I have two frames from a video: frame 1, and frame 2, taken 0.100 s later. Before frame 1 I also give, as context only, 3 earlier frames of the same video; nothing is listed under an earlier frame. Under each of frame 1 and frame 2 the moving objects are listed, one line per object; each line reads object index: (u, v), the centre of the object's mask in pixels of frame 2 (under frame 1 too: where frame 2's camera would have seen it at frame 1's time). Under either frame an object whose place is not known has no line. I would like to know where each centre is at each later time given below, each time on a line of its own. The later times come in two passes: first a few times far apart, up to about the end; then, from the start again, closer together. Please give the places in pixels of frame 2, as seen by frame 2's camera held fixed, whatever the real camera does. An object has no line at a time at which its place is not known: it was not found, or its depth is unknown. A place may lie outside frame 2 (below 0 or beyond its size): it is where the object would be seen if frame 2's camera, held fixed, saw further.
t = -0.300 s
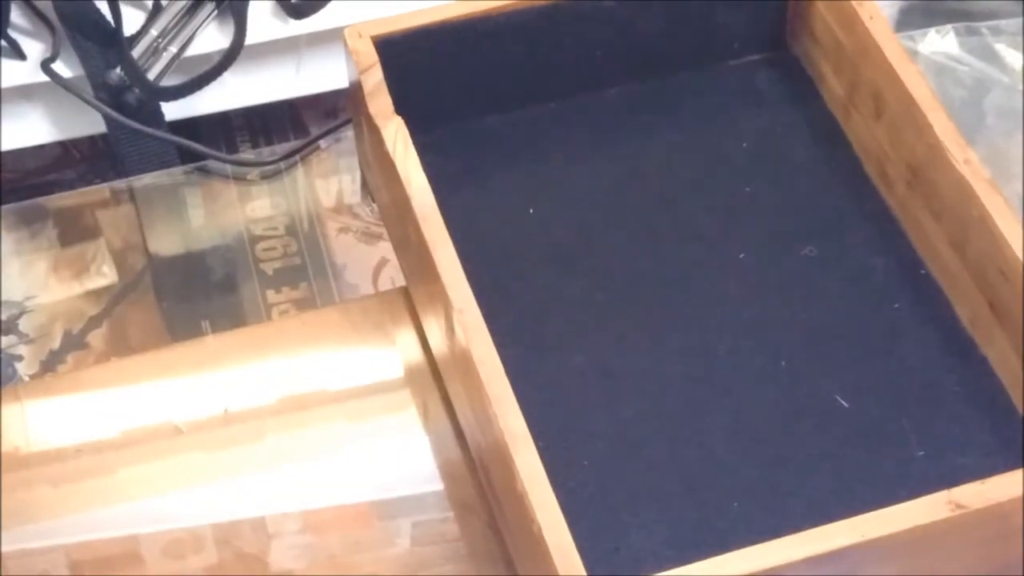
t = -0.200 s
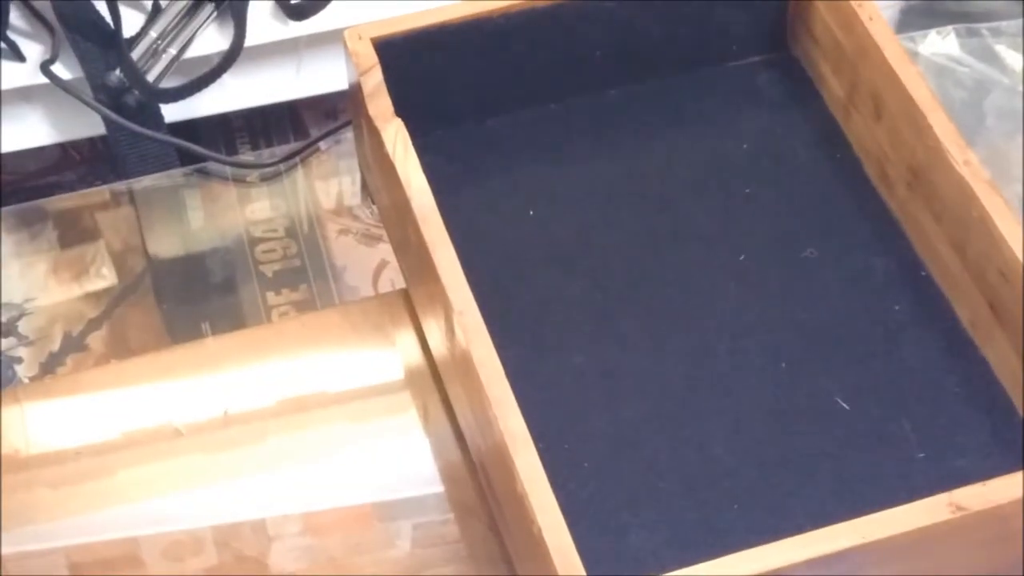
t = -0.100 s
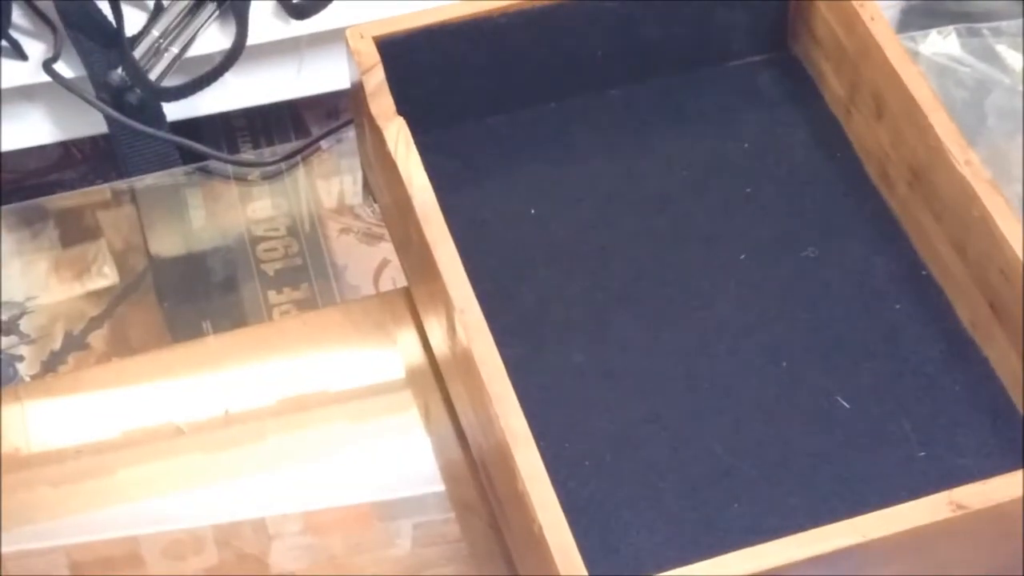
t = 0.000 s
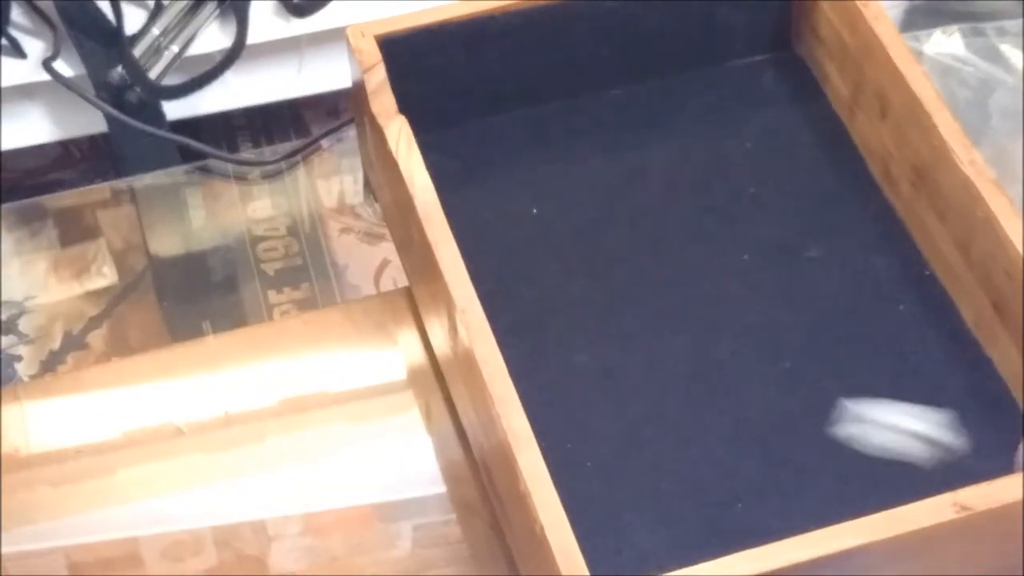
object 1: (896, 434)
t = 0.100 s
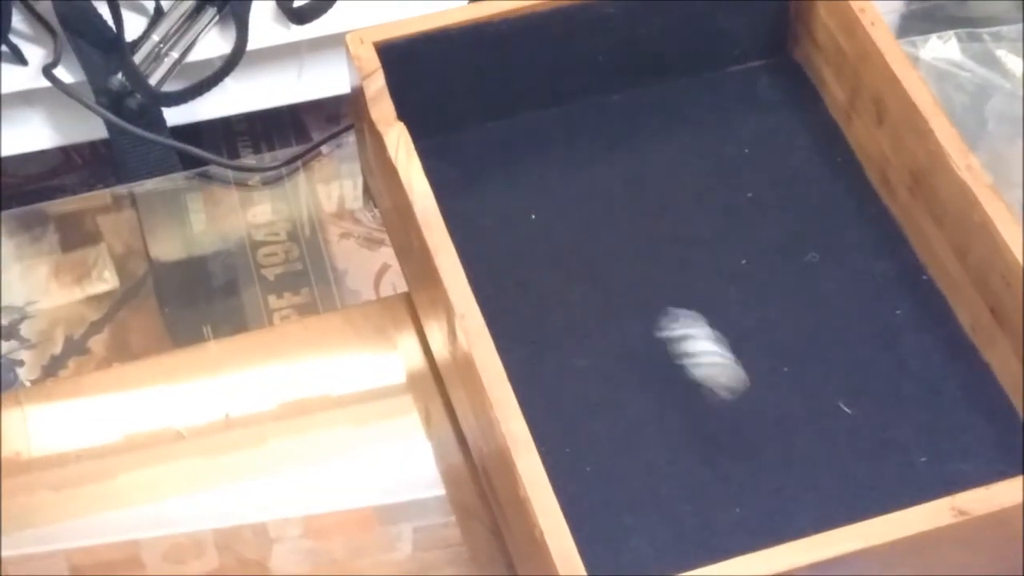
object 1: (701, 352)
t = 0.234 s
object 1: (540, 252)
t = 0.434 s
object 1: (451, 180)
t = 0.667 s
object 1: (462, 178)
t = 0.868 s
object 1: (462, 177)
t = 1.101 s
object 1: (462, 178)
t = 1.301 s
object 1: (462, 178)
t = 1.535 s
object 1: (462, 177)
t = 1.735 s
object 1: (462, 178)
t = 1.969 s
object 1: (462, 178)
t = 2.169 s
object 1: (462, 178)
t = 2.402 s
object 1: (462, 177)
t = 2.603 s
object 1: (462, 178)
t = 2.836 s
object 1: (462, 177)
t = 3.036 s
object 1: (462, 178)
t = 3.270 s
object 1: (462, 178)
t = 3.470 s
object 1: (462, 177)
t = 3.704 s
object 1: (462, 177)
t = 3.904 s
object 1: (462, 177)
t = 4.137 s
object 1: (462, 177)
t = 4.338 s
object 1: (462, 177)
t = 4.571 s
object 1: (462, 177)
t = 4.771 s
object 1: (462, 177)
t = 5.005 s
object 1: (462, 177)
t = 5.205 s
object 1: (462, 177)
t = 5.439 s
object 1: (462, 177)
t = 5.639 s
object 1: (462, 177)
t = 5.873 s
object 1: (462, 177)
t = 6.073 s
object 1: (462, 177)
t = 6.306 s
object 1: (462, 177)
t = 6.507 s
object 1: (462, 177)
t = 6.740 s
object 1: (462, 177)
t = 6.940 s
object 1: (462, 177)
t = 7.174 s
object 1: (462, 177)
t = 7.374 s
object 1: (462, 178)
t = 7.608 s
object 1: (462, 178)
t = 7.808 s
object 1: (462, 178)
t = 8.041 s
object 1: (462, 177)
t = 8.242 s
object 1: (462, 177)
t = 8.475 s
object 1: (462, 178)
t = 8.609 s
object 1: (462, 178)
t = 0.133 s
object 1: (659, 312)
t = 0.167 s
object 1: (617, 289)
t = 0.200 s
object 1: (577, 266)
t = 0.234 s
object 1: (540, 252)
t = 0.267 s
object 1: (508, 242)
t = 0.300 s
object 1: (478, 219)
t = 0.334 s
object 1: (463, 213)
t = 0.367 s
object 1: (445, 199)
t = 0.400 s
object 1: (446, 186)
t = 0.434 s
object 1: (451, 180)
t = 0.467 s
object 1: (458, 175)
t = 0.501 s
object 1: (462, 175)
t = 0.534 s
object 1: (461, 177)
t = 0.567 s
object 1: (461, 177)
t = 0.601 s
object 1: (462, 177)
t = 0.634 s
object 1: (462, 178)
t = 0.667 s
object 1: (462, 178)
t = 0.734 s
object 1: (462, 178)
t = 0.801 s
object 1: (462, 178)
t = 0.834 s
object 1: (462, 178)
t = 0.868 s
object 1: (462, 177)
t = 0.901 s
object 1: (462, 177)
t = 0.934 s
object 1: (462, 177)
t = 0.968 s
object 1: (462, 178)
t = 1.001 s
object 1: (462, 178)
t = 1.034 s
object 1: (462, 177)
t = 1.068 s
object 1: (462, 178)
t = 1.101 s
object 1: (462, 178)
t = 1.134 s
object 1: (462, 178)
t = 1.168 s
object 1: (462, 177)
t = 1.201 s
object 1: (462, 177)
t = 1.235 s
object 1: (462, 177)
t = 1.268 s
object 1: (462, 178)
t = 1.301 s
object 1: (462, 178)
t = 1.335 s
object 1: (462, 177)
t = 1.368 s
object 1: (462, 178)
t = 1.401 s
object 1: (462, 178)
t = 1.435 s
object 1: (462, 178)
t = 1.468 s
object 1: (462, 178)
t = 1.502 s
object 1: (462, 177)
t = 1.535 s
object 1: (462, 177)
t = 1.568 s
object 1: (462, 178)
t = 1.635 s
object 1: (462, 178)
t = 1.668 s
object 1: (462, 177)
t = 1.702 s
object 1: (462, 178)
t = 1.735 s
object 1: (462, 178)
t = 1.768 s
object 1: (462, 178)
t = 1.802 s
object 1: (462, 177)
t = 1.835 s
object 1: (462, 177)
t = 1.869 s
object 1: (462, 178)
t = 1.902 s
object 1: (462, 178)
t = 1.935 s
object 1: (462, 177)
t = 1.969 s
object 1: (462, 178)
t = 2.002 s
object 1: (462, 178)
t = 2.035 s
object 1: (462, 178)
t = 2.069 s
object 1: (462, 178)
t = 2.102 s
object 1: (462, 178)
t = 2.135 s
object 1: (462, 177)
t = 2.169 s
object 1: (462, 178)
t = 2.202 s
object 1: (462, 178)
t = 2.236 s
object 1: (462, 178)
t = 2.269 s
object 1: (462, 178)
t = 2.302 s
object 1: (462, 178)
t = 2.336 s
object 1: (462, 178)
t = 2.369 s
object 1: (462, 178)
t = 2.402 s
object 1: (462, 177)
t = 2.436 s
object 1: (462, 177)
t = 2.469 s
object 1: (462, 177)
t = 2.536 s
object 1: (462, 177)
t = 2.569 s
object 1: (462, 178)
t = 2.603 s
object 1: (462, 178)
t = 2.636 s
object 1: (462, 178)
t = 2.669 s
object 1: (462, 178)
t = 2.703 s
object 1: (462, 177)
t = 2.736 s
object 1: (462, 177)
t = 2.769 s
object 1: (462, 178)
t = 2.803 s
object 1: (462, 178)
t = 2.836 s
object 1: (462, 177)
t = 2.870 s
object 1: (462, 178)
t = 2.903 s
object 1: (462, 178)
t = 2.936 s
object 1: (462, 178)
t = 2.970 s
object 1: (462, 178)
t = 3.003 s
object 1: (462, 177)
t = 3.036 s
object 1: (462, 178)
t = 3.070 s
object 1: (462, 178)
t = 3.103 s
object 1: (462, 178)
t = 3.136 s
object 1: (462, 177)
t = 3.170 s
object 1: (462, 178)
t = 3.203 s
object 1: (462, 178)
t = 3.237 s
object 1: (462, 178)
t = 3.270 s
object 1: (462, 178)
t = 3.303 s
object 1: (462, 177)
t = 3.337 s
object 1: (462, 177)
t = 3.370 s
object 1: (462, 178)
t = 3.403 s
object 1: (462, 178)
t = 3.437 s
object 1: (462, 177)
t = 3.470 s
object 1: (462, 177)
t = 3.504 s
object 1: (462, 178)
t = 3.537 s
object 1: (462, 178)
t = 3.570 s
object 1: (462, 177)
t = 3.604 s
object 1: (462, 177)
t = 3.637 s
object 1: (462, 178)
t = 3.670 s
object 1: (462, 177)
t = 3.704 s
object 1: (462, 177)
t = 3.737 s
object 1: (462, 177)
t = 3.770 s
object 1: (462, 177)
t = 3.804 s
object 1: (462, 177)
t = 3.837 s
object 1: (462, 177)
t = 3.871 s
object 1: (462, 177)
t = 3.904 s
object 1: (462, 177)
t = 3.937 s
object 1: (462, 177)
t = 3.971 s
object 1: (462, 177)
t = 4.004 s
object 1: (462, 177)
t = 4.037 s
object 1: (462, 177)
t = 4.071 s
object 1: (462, 177)
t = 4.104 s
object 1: (462, 177)
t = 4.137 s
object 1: (462, 177)
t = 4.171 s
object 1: (462, 177)
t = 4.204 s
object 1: (462, 177)
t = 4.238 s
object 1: (462, 177)
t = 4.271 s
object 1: (462, 177)
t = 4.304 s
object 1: (462, 177)
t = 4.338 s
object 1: (462, 177)
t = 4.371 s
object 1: (462, 177)
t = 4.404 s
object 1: (462, 177)
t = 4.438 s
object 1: (462, 177)
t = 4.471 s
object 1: (462, 177)
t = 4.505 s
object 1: (462, 177)
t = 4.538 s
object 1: (462, 177)
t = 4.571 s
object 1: (462, 177)
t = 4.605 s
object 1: (462, 177)
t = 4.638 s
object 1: (462, 177)
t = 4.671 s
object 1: (462, 177)
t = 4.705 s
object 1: (462, 177)
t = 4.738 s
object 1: (462, 177)
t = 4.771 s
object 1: (462, 177)
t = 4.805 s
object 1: (462, 177)
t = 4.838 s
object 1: (462, 177)
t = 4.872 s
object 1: (462, 177)
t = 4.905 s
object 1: (462, 177)
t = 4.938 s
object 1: (462, 177)
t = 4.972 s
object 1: (462, 177)
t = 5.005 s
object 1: (462, 177)
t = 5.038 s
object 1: (462, 177)
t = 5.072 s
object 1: (462, 177)
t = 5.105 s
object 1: (462, 177)
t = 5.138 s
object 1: (462, 177)
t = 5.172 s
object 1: (462, 177)
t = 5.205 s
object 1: (462, 177)
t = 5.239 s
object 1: (462, 177)
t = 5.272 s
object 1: (462, 177)
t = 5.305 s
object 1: (462, 177)
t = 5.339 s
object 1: (462, 177)
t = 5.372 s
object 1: (462, 177)
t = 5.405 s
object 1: (462, 177)
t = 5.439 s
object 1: (462, 177)
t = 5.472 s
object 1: (462, 177)
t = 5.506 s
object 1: (462, 177)
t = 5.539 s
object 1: (462, 177)
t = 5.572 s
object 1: (462, 177)
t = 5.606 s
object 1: (462, 177)
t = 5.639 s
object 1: (462, 177)
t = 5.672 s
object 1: (462, 177)
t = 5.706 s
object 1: (462, 177)
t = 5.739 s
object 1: (462, 177)
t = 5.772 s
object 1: (462, 177)
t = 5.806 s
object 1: (462, 177)
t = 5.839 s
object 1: (462, 177)
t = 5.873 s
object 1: (462, 177)
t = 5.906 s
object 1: (462, 177)
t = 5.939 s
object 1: (462, 177)
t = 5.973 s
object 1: (462, 177)
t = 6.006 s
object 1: (462, 177)
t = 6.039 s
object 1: (462, 177)
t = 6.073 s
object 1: (462, 177)
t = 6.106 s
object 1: (462, 177)
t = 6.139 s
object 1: (462, 177)
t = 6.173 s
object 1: (462, 177)
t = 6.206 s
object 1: (462, 177)
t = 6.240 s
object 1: (462, 177)
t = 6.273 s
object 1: (462, 177)
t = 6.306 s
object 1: (462, 177)
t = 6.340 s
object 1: (462, 177)
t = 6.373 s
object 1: (462, 177)
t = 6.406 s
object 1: (462, 177)
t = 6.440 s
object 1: (462, 177)
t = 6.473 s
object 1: (462, 177)
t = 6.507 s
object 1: (462, 177)
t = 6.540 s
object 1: (462, 177)
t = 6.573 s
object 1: (462, 177)
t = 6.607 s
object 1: (462, 177)
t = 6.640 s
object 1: (462, 177)
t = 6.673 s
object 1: (462, 177)
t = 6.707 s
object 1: (462, 177)
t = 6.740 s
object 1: (462, 177)
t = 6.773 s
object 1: (462, 177)
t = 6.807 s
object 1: (462, 177)
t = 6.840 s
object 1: (462, 177)
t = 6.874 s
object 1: (462, 177)
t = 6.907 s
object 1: (462, 177)
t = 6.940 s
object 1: (462, 177)
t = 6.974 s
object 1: (462, 177)
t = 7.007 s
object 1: (462, 177)
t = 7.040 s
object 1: (462, 177)
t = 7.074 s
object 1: (462, 177)
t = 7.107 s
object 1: (462, 177)
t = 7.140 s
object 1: (462, 177)
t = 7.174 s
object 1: (462, 177)
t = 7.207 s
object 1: (462, 177)
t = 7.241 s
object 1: (462, 177)
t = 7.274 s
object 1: (462, 177)
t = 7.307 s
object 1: (462, 178)
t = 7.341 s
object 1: (462, 178)
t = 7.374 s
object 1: (462, 178)
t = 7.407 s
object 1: (462, 178)
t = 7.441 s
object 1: (462, 178)
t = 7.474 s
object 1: (462, 178)
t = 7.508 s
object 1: (462, 178)
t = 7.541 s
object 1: (462, 178)
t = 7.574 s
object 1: (462, 178)
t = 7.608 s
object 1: (462, 178)
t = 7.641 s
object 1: (462, 177)
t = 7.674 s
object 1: (462, 178)
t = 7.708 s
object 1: (462, 178)
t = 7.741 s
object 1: (462, 178)
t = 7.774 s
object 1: (462, 177)
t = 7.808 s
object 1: (462, 178)
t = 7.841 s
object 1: (462, 178)
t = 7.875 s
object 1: (462, 178)
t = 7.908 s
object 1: (462, 178)
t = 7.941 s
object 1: (462, 178)
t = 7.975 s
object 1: (462, 178)
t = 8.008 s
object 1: (462, 178)
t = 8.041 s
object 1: (462, 177)
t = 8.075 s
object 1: (462, 178)
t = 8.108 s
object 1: (462, 178)
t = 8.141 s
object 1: (462, 178)
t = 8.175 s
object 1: (462, 178)
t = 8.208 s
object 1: (462, 177)
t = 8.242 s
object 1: (462, 177)
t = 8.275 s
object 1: (462, 178)
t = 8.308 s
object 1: (462, 178)
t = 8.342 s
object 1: (462, 178)
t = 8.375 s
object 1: (462, 178)
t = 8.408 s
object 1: (462, 178)
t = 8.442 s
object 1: (462, 178)
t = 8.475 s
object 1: (462, 178)
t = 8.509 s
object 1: (462, 178)
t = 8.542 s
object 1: (462, 178)
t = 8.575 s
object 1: (462, 178)
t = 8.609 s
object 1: (462, 178)
